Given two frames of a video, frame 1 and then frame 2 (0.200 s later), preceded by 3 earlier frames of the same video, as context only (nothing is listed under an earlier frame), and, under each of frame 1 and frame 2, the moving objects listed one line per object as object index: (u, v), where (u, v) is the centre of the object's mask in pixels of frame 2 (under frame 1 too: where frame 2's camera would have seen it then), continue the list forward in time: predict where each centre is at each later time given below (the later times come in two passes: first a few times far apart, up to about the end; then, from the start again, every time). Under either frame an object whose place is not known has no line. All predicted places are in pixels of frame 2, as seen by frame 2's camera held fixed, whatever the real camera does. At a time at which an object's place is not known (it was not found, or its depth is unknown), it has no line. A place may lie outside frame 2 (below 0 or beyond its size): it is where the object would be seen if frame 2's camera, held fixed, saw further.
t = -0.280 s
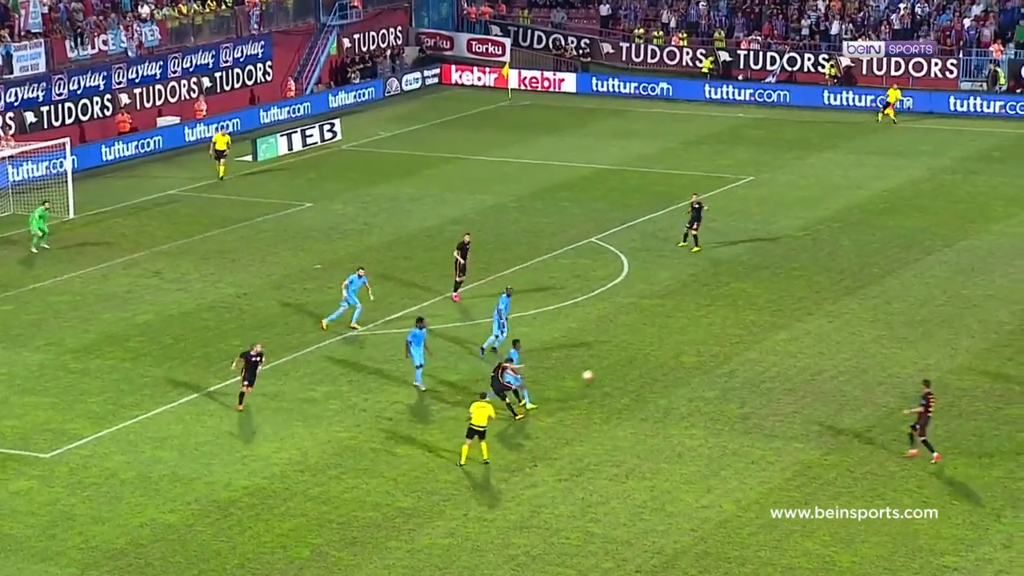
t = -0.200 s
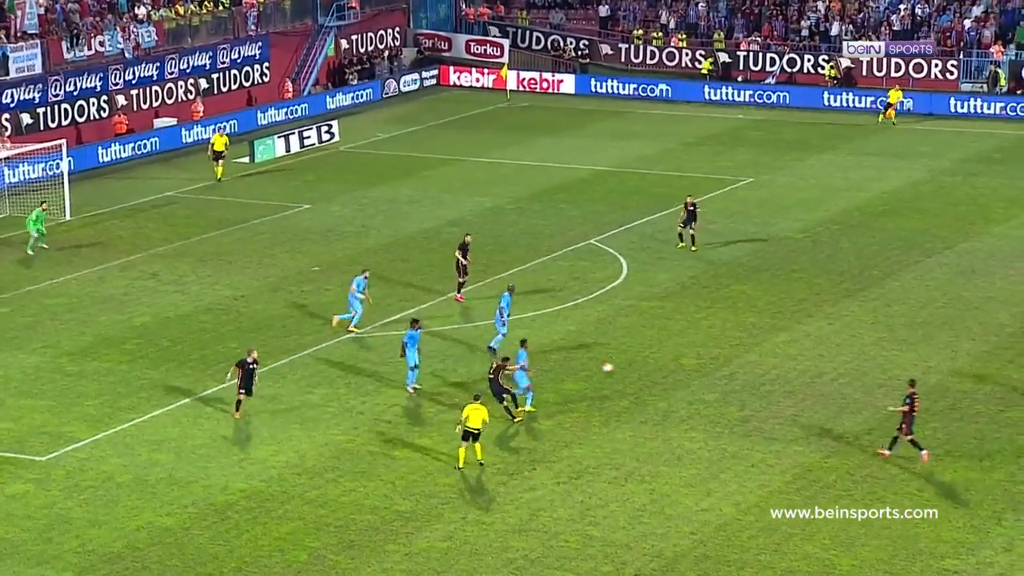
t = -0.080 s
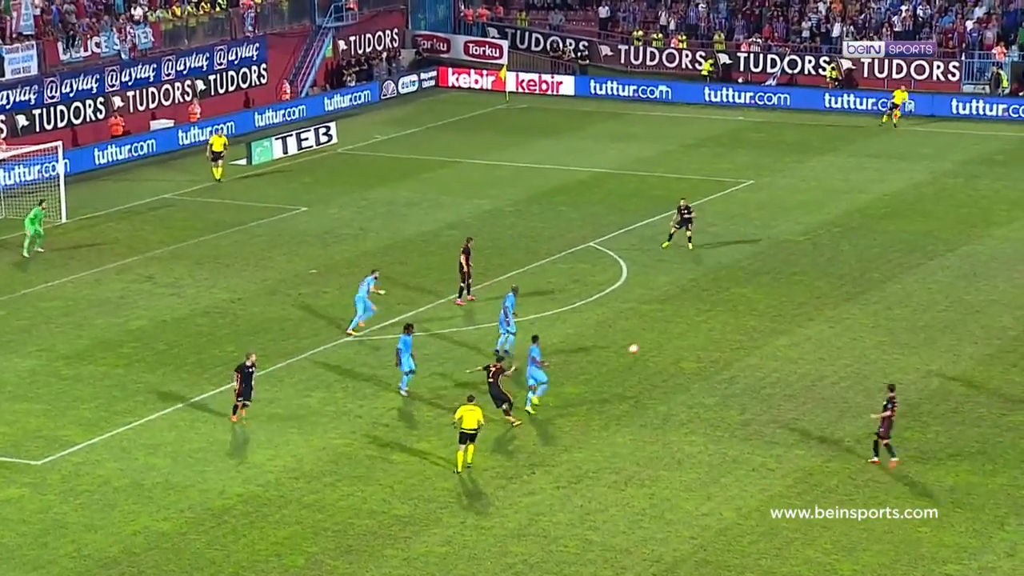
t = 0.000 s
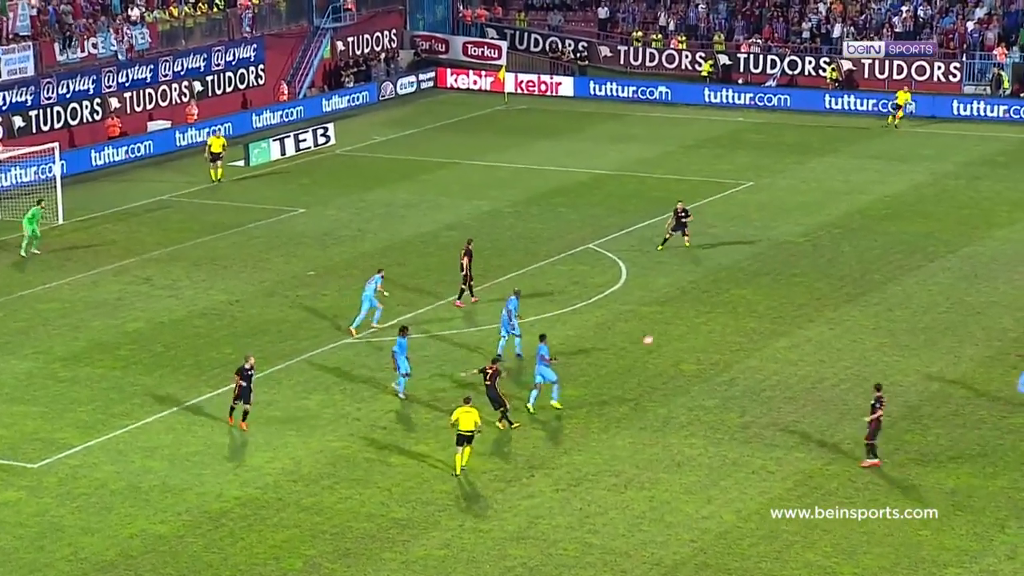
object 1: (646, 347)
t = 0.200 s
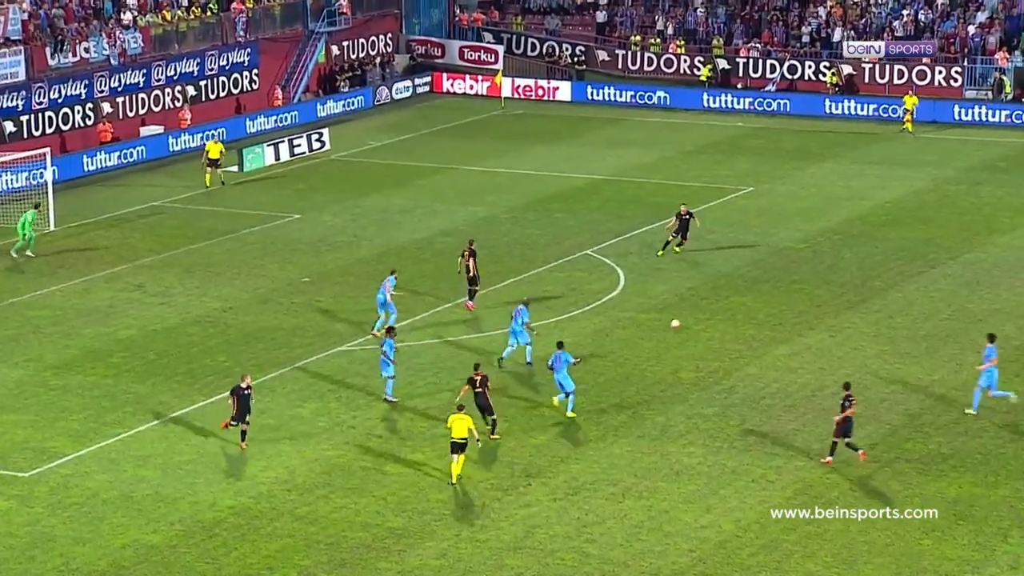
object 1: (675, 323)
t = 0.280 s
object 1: (684, 316)
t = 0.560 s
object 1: (707, 294)
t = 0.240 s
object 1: (679, 319)
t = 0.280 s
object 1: (684, 316)
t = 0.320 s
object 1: (687, 313)
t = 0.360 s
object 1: (691, 309)
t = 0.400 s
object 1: (695, 305)
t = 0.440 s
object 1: (698, 301)
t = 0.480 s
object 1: (701, 298)
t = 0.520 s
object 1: (704, 296)
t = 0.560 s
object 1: (707, 294)
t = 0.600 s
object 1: (709, 290)
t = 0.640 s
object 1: (712, 288)
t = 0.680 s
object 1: (714, 285)
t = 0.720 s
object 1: (717, 283)
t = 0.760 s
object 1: (719, 280)
